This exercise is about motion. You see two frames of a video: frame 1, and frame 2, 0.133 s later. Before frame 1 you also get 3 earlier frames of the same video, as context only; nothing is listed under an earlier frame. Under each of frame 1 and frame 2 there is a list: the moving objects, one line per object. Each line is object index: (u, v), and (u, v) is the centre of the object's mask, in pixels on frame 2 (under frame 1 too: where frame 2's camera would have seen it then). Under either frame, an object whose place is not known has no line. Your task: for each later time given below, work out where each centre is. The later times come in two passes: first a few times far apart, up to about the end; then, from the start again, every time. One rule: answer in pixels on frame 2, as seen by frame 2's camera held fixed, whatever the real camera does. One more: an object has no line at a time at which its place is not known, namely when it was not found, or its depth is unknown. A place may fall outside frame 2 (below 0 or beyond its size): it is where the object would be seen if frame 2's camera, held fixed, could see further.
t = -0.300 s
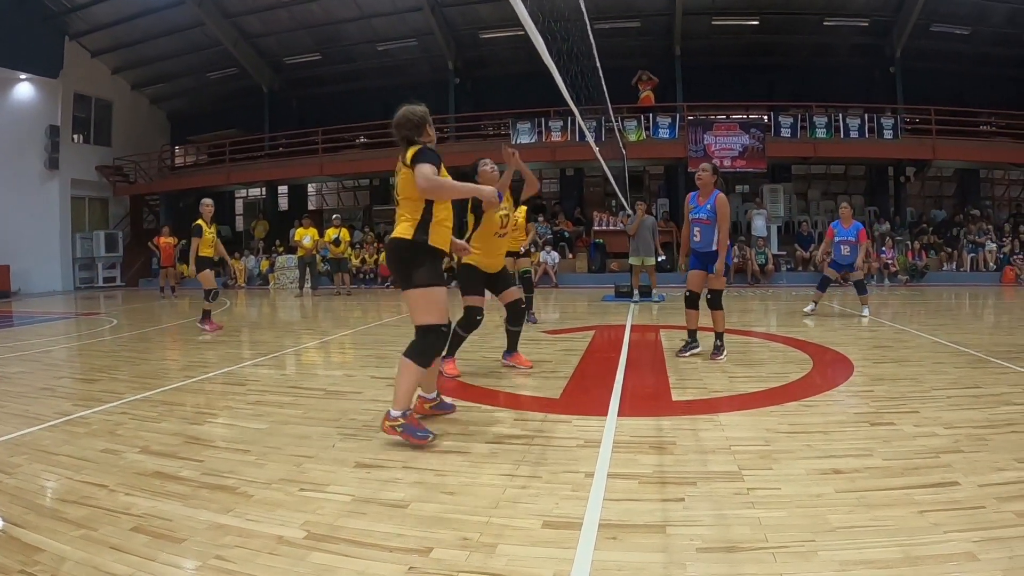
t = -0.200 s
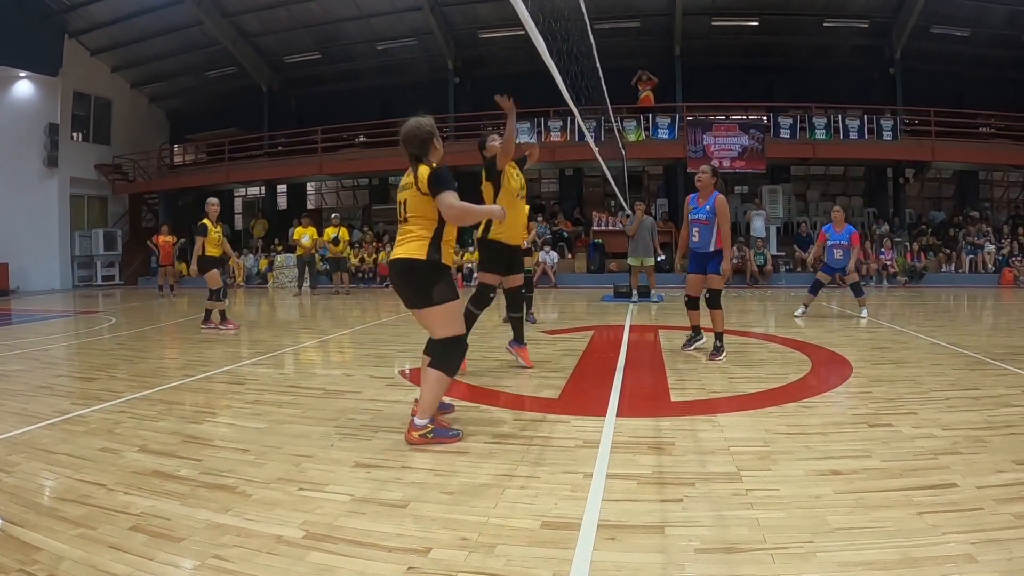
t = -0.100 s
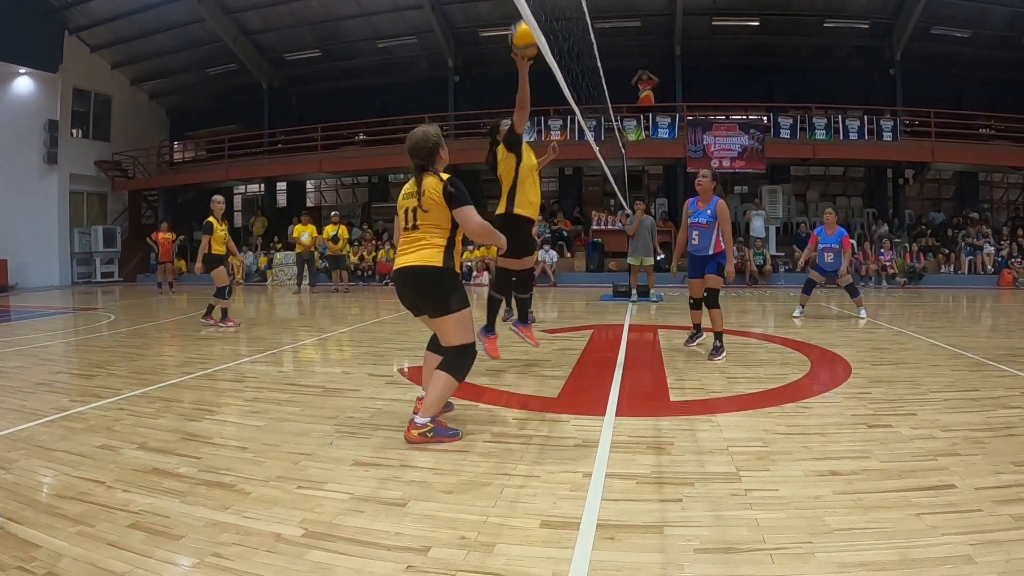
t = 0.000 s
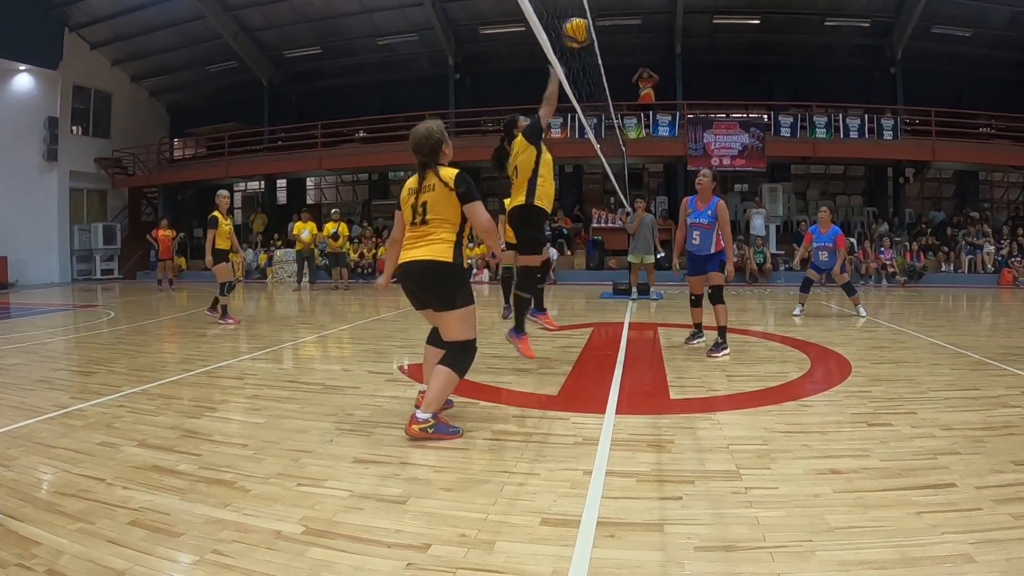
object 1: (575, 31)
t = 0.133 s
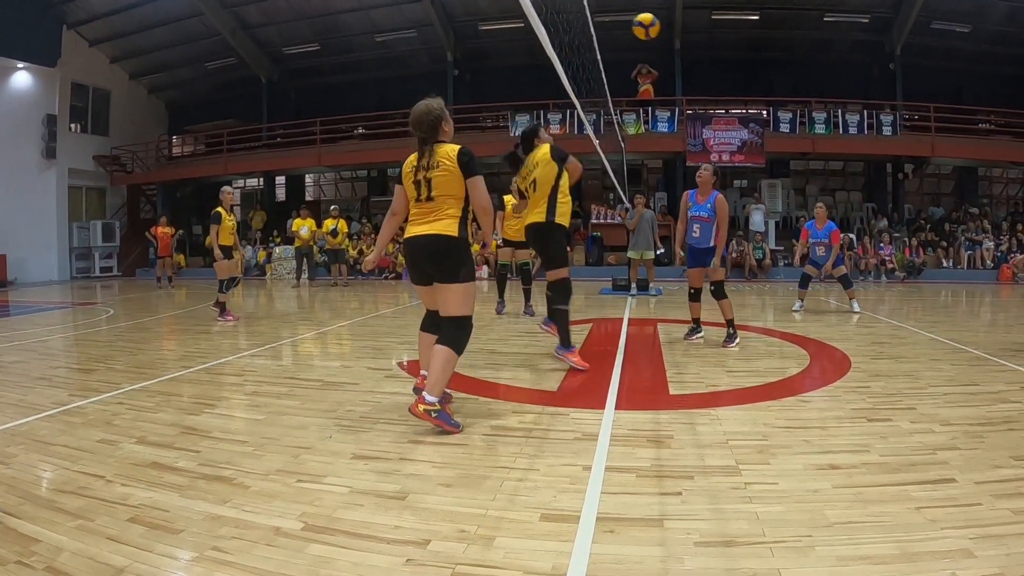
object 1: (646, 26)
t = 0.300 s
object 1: (708, 50)
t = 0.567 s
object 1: (776, 122)
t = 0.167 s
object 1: (660, 29)
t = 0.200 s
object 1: (674, 33)
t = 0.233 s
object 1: (686, 37)
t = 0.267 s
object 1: (698, 43)
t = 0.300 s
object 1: (708, 50)
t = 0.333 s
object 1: (719, 57)
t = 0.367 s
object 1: (728, 65)
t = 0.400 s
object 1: (737, 72)
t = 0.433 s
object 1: (746, 81)
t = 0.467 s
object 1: (754, 91)
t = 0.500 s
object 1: (762, 101)
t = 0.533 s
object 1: (769, 111)
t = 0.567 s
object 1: (776, 122)
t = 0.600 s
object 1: (783, 133)
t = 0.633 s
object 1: (790, 146)
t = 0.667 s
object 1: (796, 159)
